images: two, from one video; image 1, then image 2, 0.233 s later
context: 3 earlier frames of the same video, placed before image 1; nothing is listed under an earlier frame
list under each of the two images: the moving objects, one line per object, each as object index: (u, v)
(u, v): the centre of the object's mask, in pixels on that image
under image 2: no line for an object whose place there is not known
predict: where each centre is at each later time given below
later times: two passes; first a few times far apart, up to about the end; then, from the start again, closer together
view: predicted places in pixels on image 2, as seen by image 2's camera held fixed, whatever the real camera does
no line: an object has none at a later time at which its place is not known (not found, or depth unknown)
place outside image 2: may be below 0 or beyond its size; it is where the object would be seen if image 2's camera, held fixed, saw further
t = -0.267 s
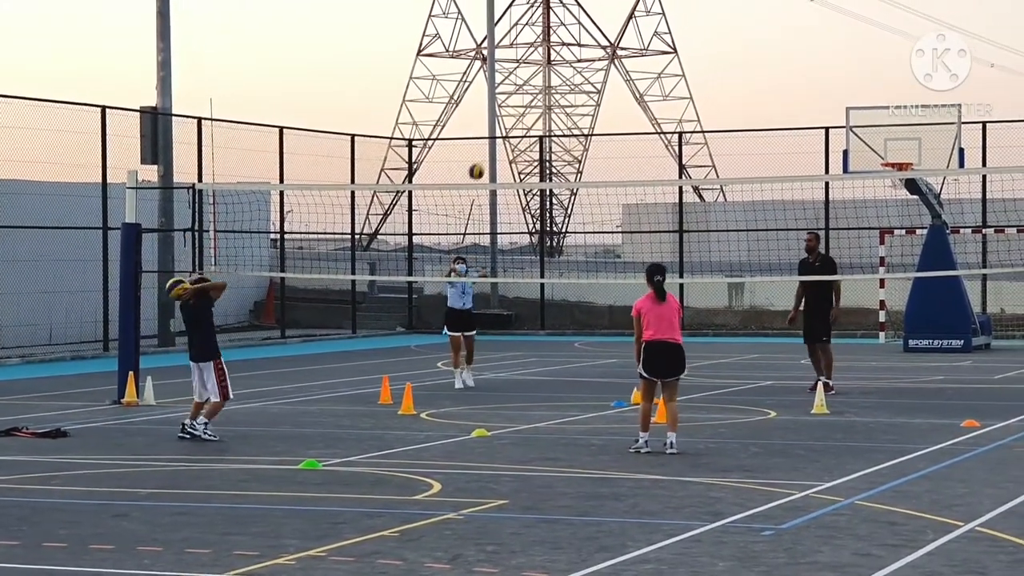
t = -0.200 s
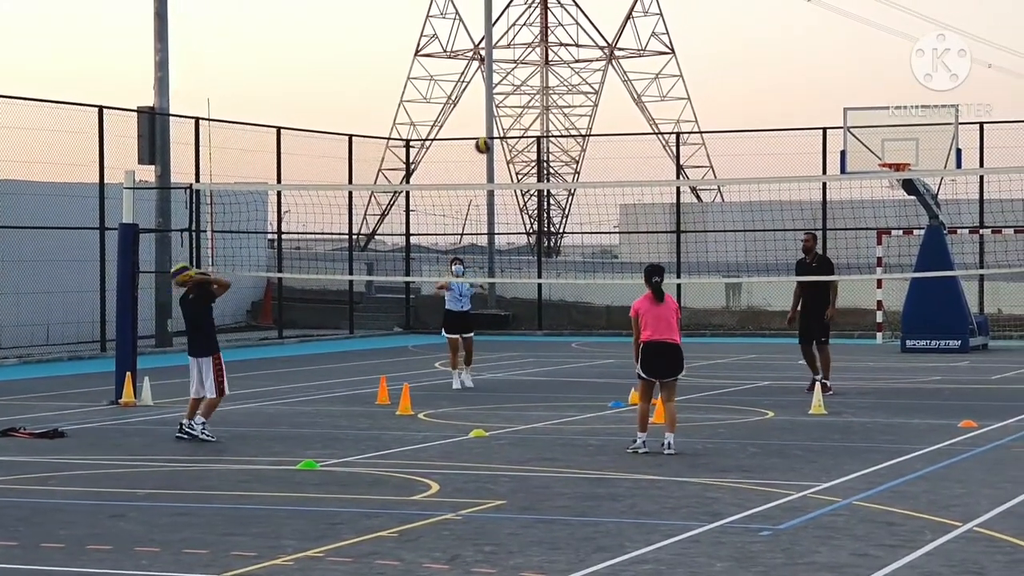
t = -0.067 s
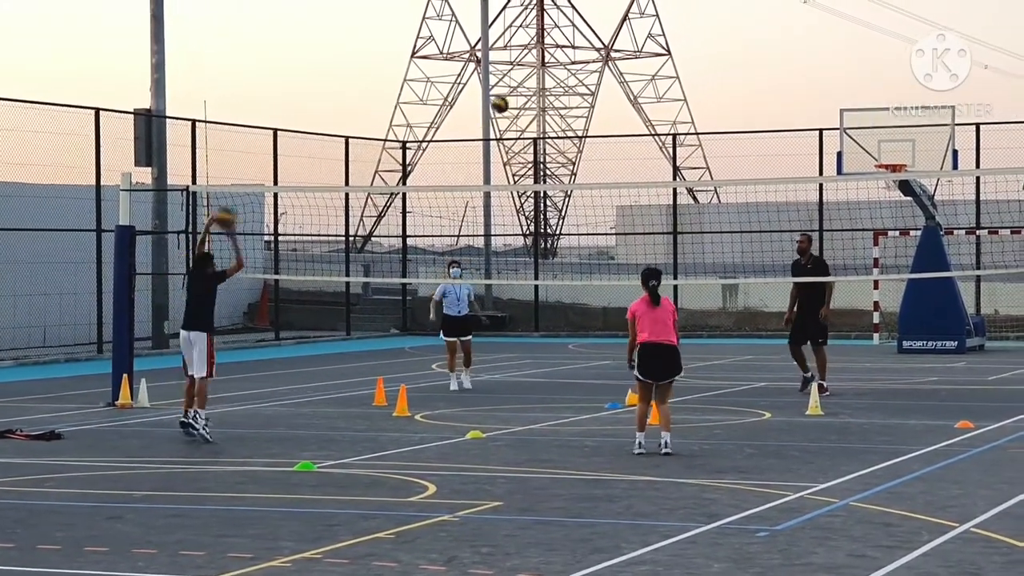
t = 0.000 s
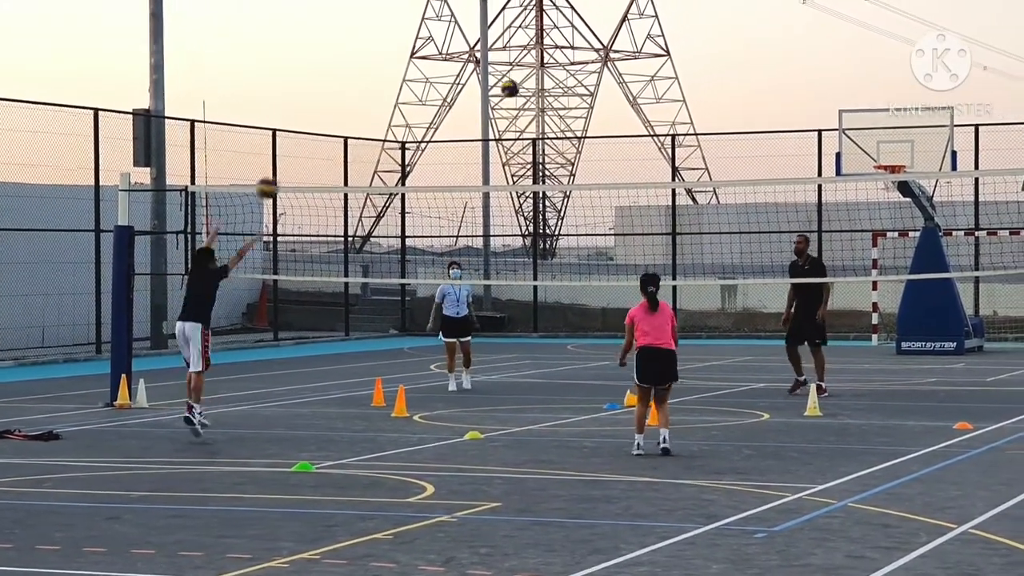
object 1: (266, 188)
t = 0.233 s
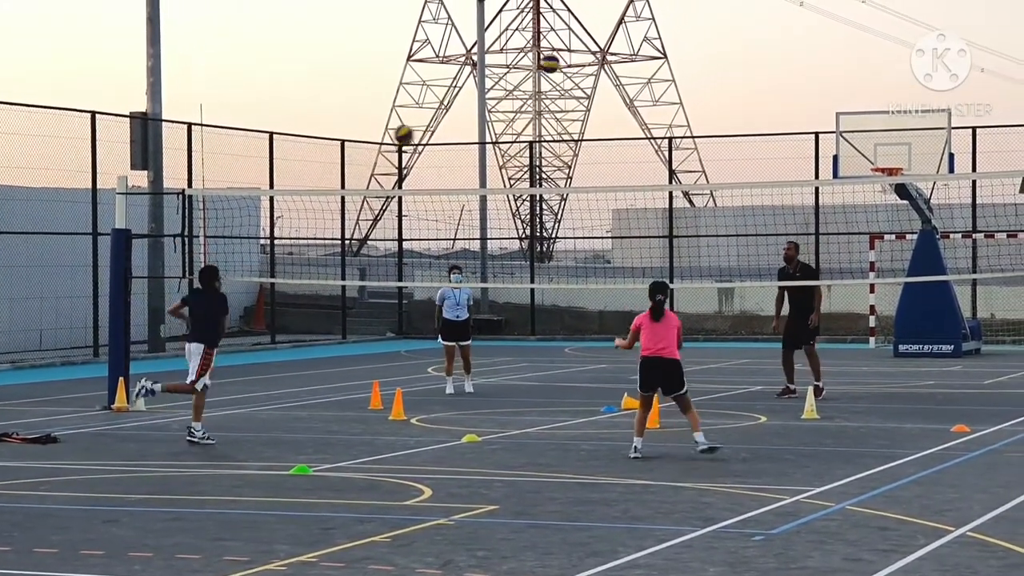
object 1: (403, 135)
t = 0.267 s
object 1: (421, 133)
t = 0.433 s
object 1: (510, 138)
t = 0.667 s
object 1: (620, 197)
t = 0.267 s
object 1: (421, 133)
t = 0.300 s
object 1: (440, 131)
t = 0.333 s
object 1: (457, 131)
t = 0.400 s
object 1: (492, 135)
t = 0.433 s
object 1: (510, 138)
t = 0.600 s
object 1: (589, 172)
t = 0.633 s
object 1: (605, 180)
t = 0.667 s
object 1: (620, 197)
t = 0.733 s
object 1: (650, 217)
